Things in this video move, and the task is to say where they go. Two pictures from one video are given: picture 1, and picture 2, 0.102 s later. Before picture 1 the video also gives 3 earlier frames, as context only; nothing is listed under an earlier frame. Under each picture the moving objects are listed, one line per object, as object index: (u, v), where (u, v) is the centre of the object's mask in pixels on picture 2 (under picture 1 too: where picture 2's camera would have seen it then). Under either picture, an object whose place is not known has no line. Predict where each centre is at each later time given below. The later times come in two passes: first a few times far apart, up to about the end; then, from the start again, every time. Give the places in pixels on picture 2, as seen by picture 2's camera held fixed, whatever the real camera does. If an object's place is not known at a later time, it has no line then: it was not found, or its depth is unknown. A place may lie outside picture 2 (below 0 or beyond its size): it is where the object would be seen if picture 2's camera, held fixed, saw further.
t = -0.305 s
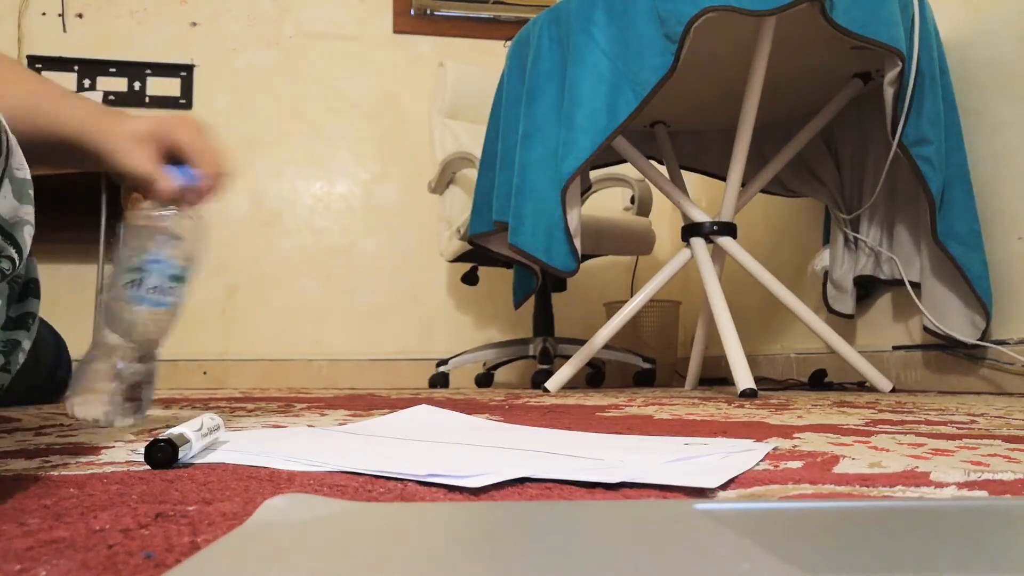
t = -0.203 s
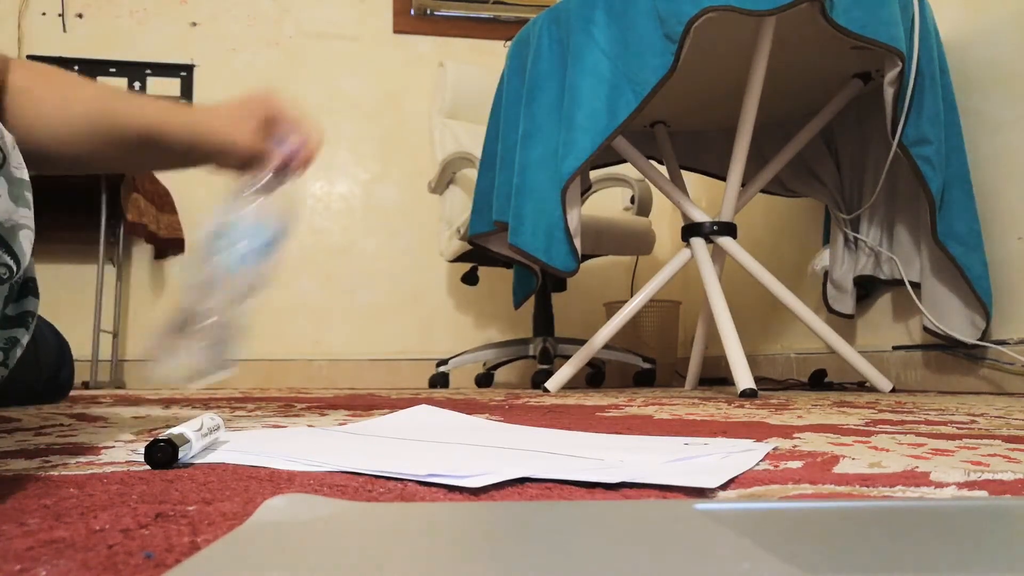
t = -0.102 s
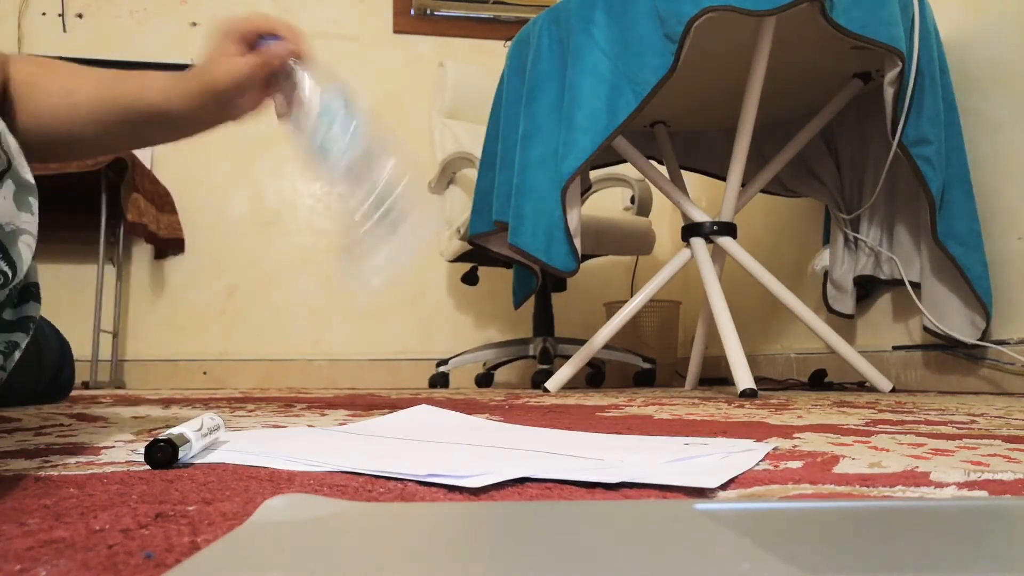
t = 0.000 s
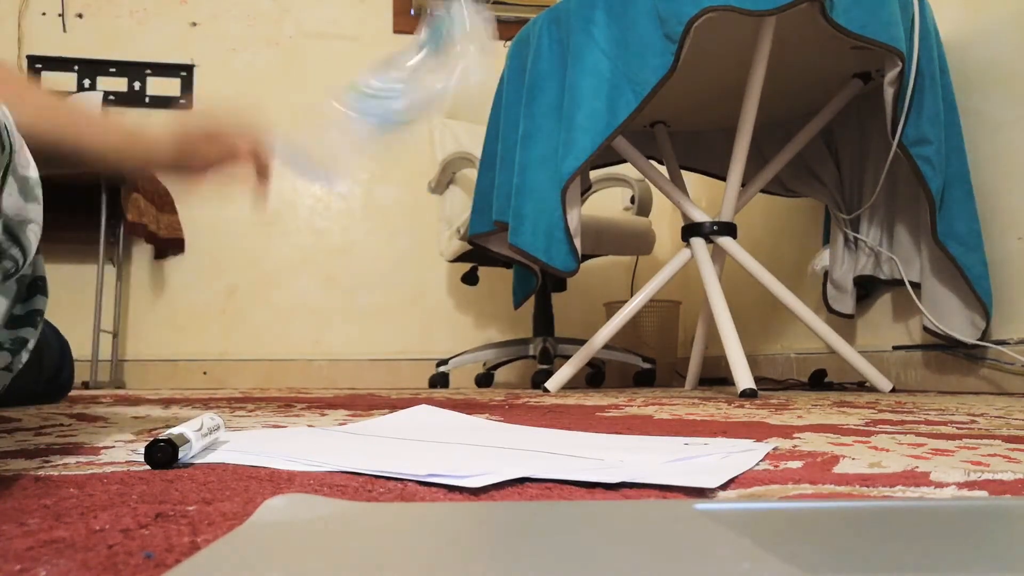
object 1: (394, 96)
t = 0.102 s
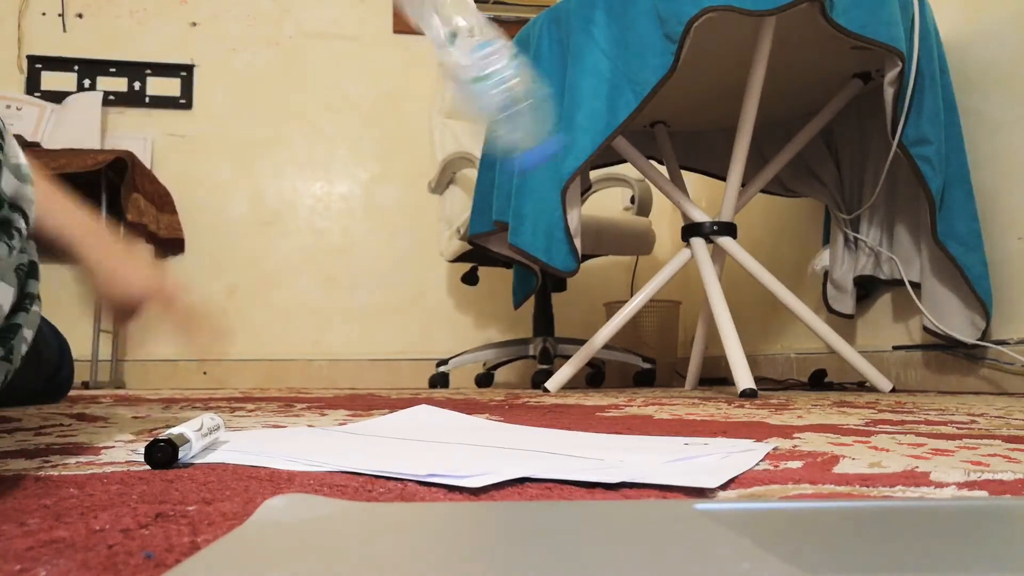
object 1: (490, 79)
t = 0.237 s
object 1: (498, 127)
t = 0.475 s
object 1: (540, 384)
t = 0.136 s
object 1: (499, 67)
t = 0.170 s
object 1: (496, 68)
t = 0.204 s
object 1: (499, 90)
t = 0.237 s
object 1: (498, 127)
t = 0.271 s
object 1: (498, 177)
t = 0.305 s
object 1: (493, 238)
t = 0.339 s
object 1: (492, 309)
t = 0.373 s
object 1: (517, 330)
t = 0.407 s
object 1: (529, 347)
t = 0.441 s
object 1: (539, 378)
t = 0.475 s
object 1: (540, 384)
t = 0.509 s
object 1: (540, 384)
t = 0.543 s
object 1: (540, 384)
